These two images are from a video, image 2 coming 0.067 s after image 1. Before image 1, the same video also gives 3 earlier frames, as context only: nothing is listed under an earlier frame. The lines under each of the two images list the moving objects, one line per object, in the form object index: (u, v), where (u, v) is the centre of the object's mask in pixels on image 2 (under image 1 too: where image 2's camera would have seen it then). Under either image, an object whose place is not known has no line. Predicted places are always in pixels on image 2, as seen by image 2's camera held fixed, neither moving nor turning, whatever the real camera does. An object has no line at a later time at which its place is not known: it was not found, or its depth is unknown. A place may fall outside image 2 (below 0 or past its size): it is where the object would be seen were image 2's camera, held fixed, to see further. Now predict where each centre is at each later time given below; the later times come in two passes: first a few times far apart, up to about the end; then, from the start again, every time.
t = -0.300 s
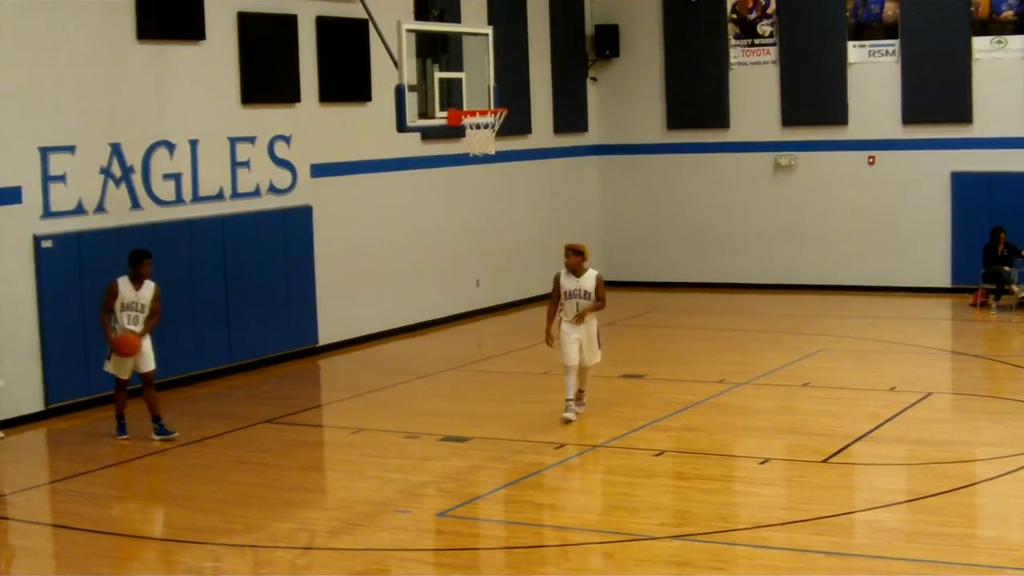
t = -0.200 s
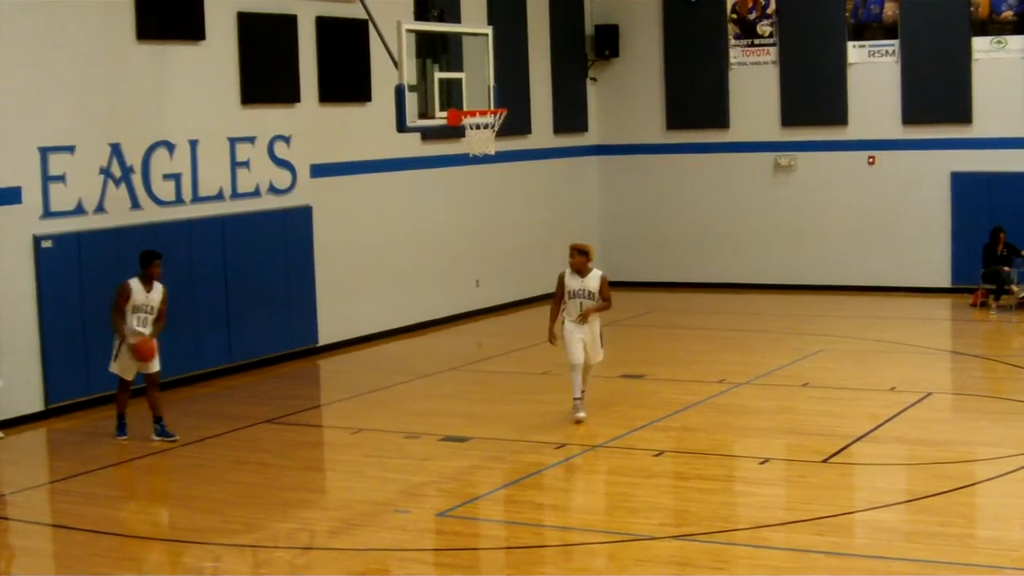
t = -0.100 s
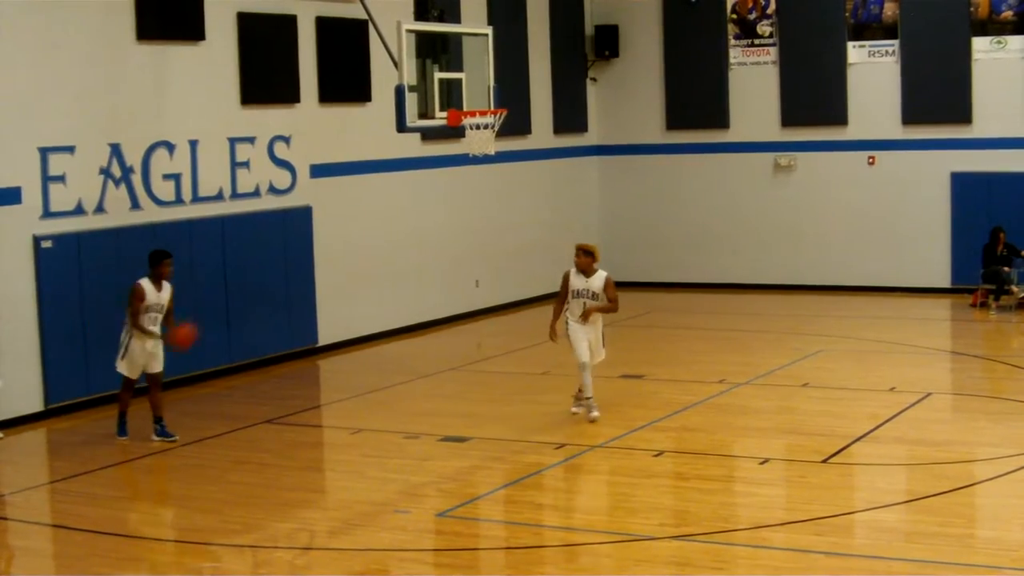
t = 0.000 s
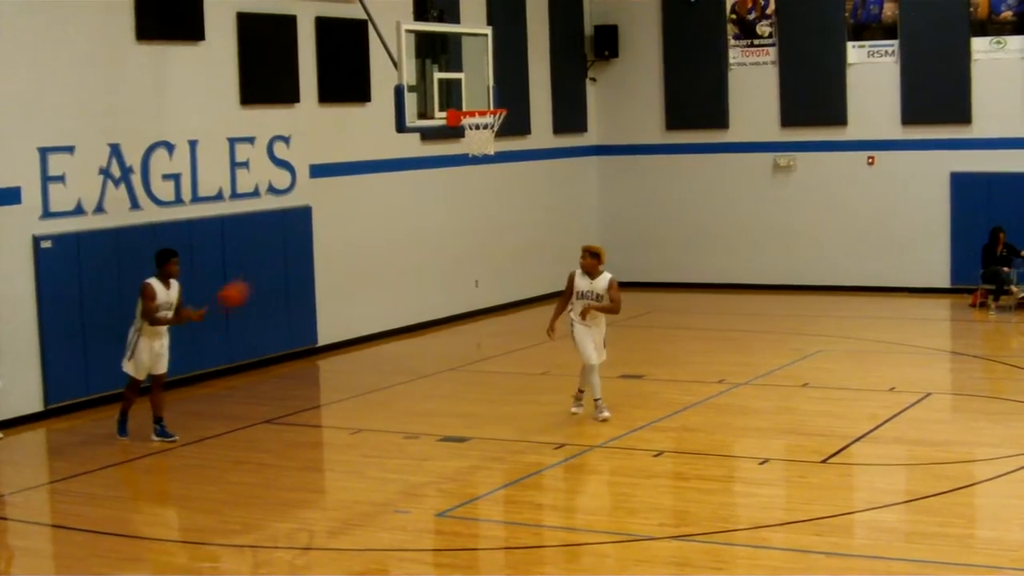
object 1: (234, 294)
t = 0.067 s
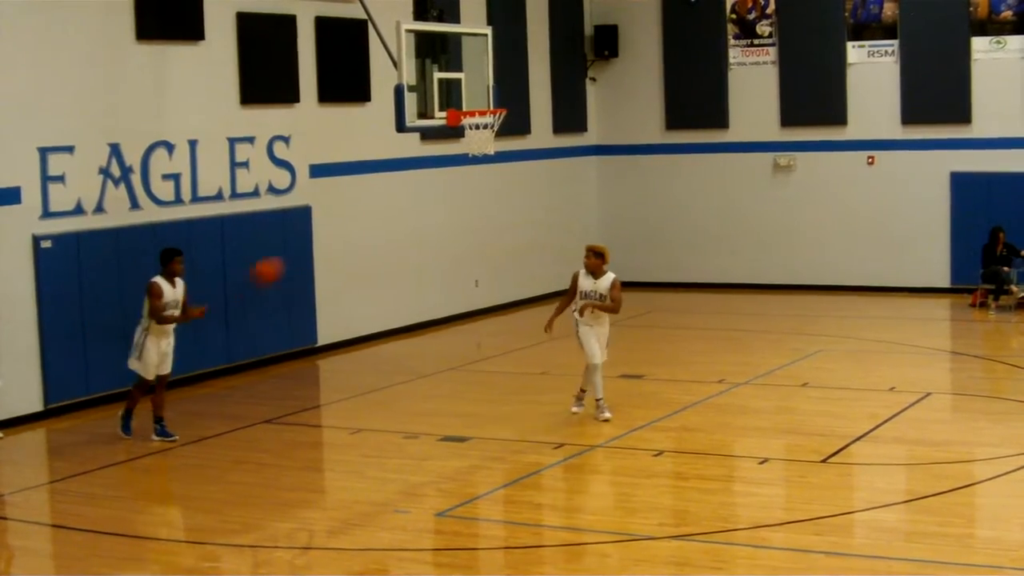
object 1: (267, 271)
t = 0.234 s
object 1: (355, 232)
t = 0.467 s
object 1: (476, 227)
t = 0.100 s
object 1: (286, 261)
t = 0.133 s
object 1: (301, 252)
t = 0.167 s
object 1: (320, 244)
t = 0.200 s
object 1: (337, 238)
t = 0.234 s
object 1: (355, 232)
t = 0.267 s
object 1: (372, 228)
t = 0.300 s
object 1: (389, 225)
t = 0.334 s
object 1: (406, 223)
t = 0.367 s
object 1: (423, 222)
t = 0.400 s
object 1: (440, 223)
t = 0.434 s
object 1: (459, 224)
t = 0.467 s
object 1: (476, 227)
